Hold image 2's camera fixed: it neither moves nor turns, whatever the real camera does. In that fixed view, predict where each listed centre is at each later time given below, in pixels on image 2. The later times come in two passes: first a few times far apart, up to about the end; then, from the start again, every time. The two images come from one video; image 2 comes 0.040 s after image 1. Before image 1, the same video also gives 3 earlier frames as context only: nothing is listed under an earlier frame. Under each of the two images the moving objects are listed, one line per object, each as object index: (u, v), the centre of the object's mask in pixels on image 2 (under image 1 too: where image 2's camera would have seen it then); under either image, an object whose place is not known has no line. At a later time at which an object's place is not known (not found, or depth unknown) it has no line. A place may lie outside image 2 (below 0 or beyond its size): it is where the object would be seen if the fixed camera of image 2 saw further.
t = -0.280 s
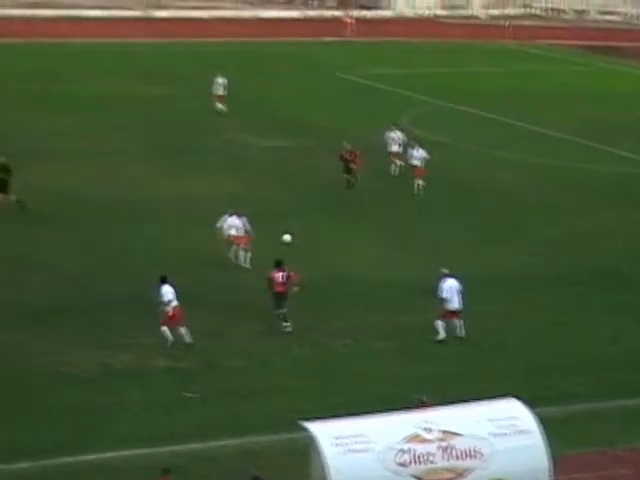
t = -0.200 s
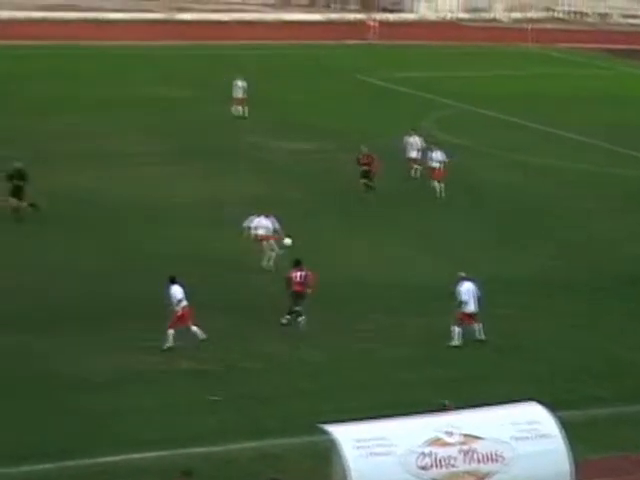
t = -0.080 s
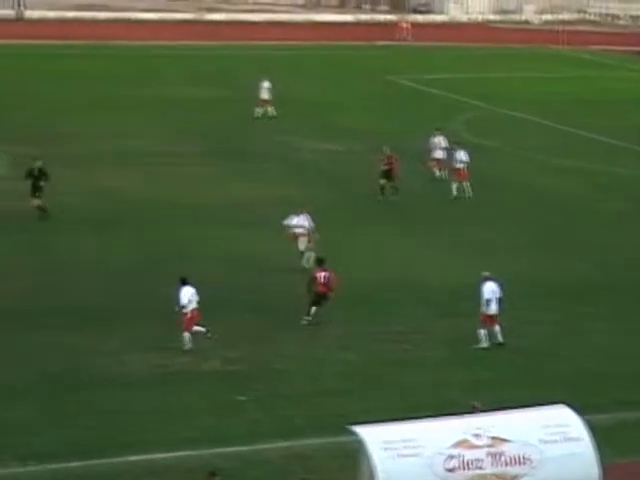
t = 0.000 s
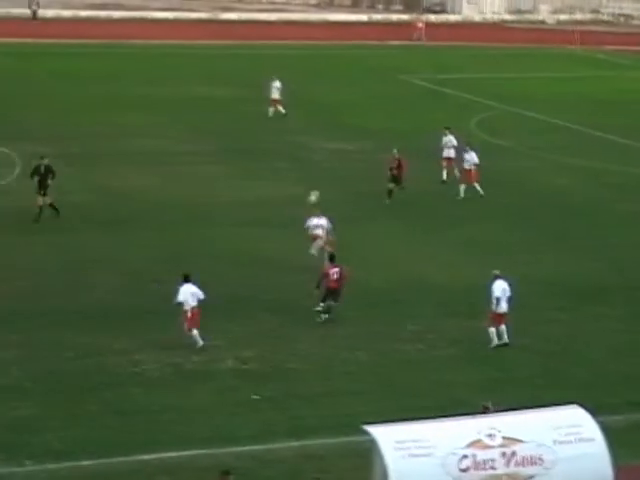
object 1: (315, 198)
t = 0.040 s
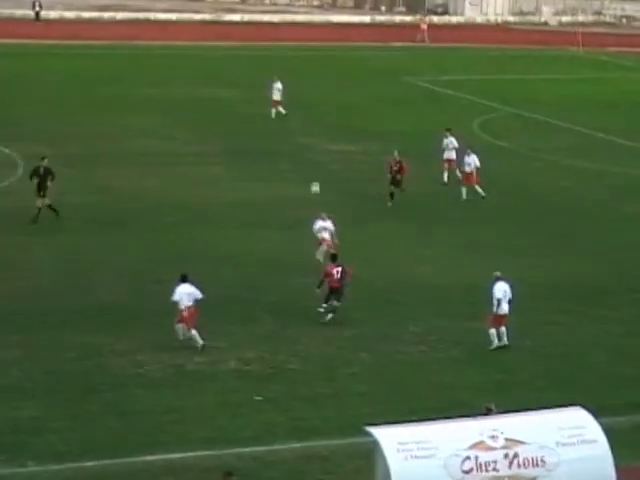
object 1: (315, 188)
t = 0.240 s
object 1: (307, 144)
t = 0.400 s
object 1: (299, 120)
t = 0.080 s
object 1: (313, 178)
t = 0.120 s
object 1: (311, 168)
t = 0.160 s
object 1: (310, 160)
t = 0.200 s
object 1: (308, 152)
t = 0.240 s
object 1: (307, 144)
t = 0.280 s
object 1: (305, 137)
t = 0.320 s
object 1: (303, 131)
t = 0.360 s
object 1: (301, 125)
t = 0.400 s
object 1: (299, 120)
